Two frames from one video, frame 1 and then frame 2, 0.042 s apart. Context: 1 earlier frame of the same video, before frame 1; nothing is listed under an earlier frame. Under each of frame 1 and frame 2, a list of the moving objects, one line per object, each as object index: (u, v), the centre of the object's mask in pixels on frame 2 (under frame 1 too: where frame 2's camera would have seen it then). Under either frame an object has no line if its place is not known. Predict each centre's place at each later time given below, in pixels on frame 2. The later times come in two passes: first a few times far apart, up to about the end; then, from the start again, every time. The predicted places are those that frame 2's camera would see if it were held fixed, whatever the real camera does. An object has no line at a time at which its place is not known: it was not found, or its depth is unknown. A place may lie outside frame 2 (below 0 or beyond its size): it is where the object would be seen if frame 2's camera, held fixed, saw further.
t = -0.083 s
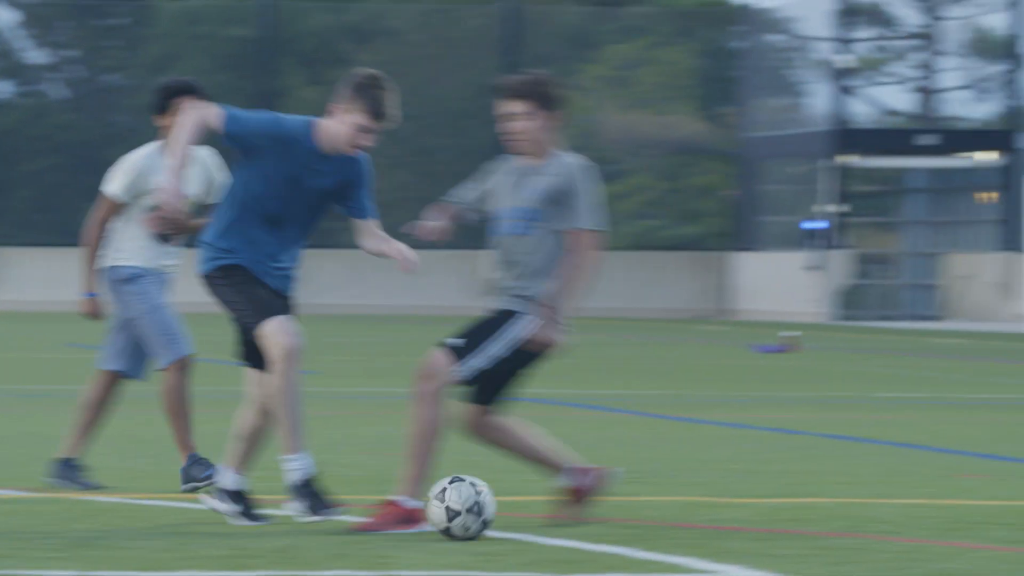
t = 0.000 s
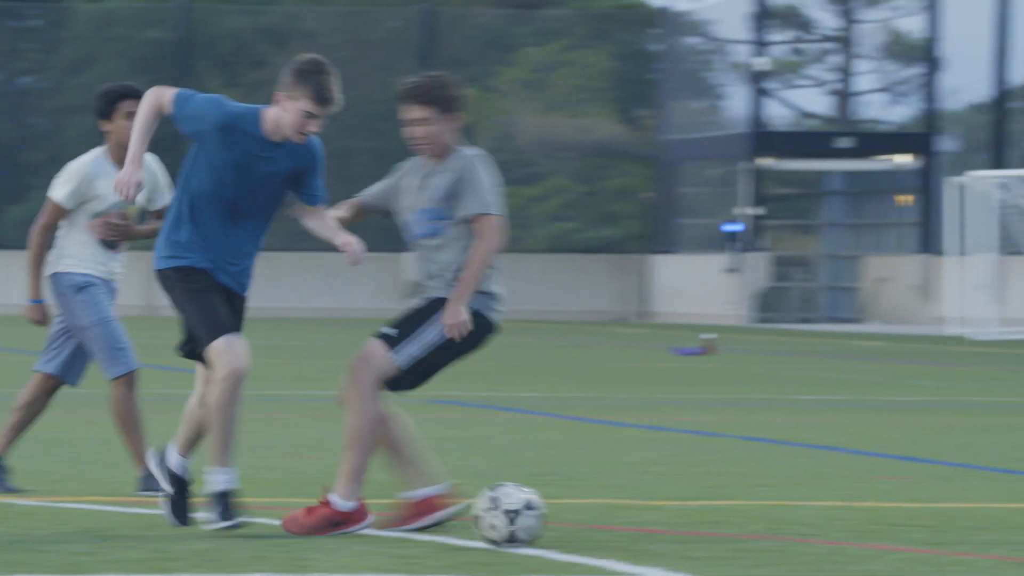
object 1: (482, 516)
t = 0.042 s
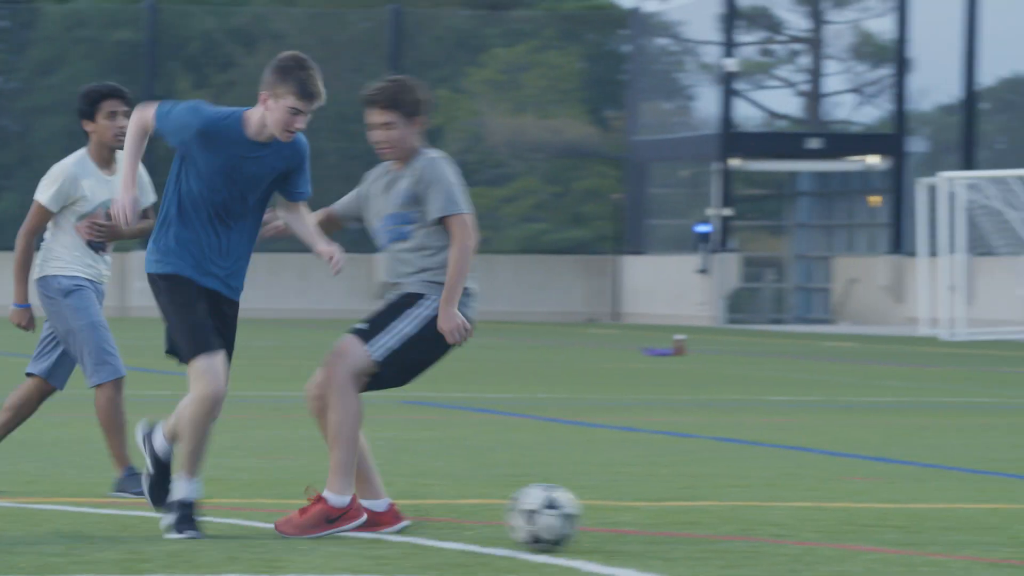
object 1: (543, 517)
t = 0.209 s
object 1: (777, 528)
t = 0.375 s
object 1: (992, 541)
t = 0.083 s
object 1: (604, 518)
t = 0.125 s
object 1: (665, 522)
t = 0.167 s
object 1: (721, 525)
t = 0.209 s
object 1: (777, 528)
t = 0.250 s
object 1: (831, 529)
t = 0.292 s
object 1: (885, 535)
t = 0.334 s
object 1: (938, 536)
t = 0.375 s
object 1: (992, 541)
